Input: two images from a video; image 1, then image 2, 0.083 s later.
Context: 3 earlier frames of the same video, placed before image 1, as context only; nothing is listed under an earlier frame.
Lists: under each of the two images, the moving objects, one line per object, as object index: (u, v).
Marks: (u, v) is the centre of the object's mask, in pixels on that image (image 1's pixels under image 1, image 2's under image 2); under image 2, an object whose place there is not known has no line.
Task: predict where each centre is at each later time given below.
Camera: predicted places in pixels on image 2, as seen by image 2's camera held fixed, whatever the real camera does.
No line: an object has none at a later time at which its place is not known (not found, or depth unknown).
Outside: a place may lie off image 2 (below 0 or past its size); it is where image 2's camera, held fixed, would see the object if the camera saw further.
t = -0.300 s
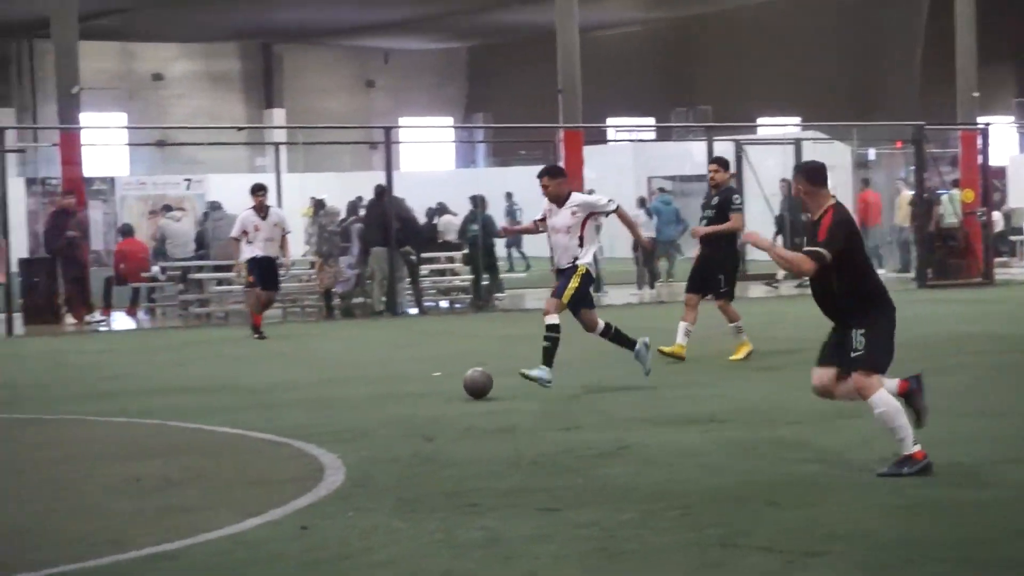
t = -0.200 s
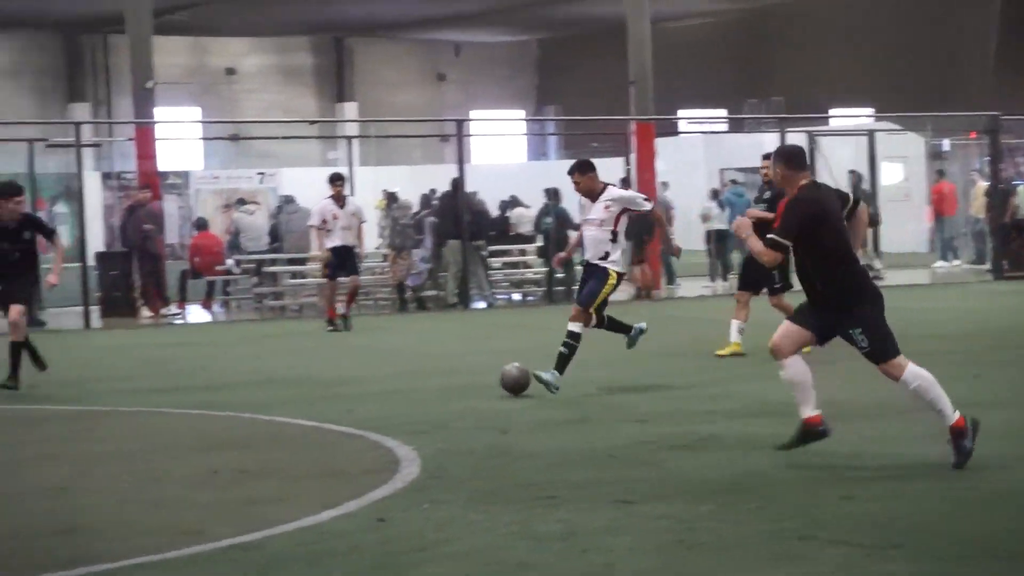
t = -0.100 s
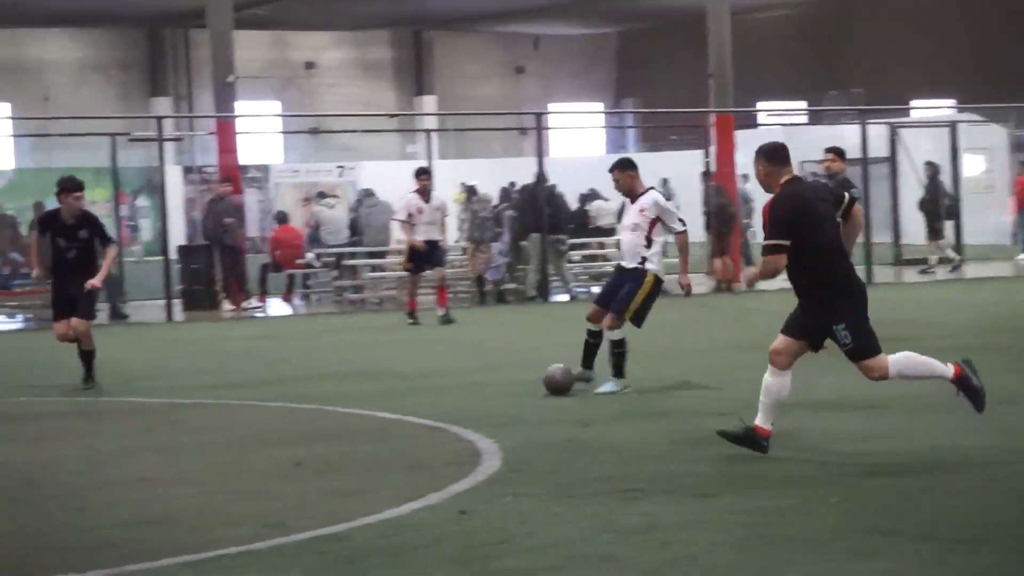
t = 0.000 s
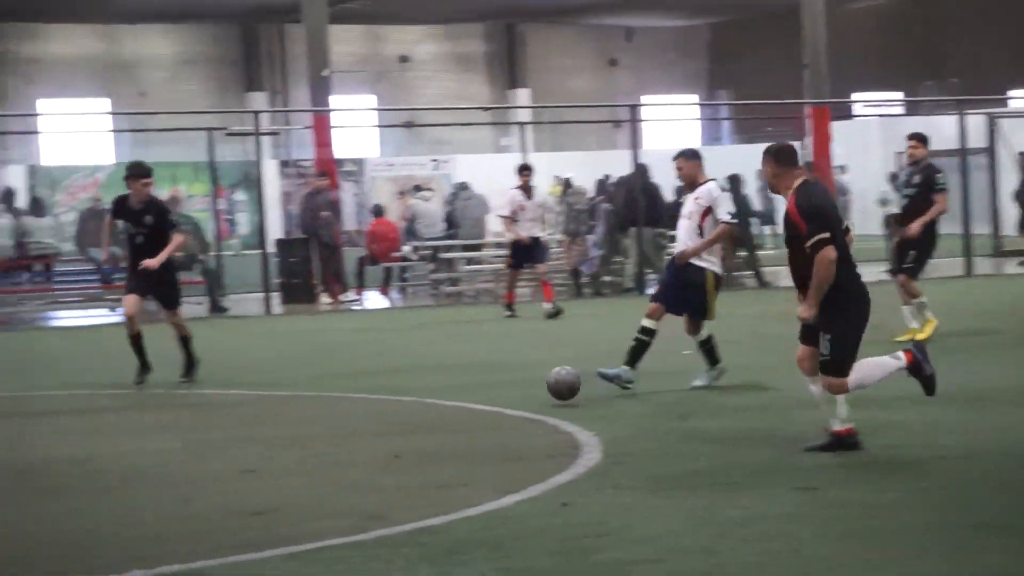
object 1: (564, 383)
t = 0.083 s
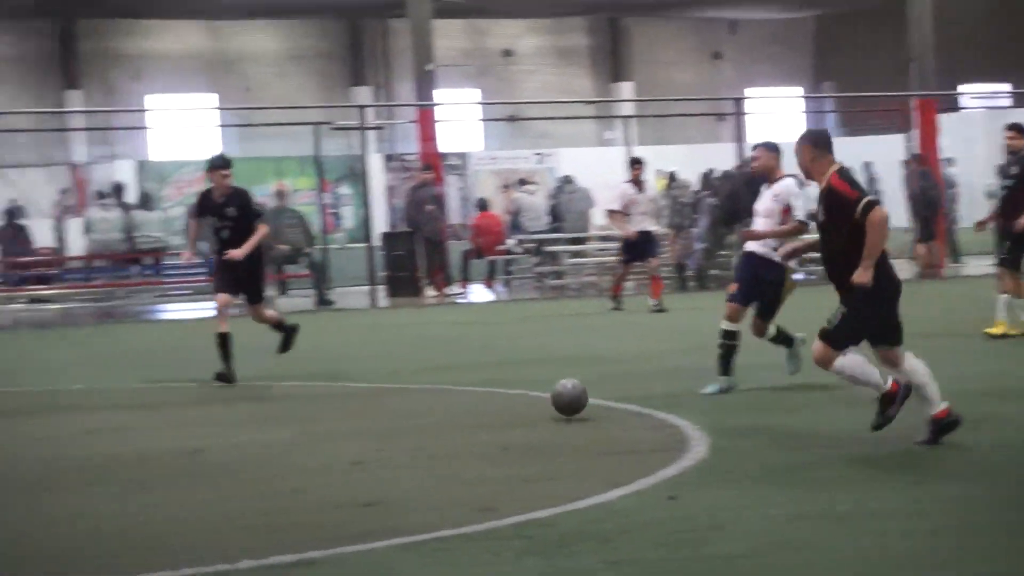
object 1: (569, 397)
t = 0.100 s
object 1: (549, 404)
